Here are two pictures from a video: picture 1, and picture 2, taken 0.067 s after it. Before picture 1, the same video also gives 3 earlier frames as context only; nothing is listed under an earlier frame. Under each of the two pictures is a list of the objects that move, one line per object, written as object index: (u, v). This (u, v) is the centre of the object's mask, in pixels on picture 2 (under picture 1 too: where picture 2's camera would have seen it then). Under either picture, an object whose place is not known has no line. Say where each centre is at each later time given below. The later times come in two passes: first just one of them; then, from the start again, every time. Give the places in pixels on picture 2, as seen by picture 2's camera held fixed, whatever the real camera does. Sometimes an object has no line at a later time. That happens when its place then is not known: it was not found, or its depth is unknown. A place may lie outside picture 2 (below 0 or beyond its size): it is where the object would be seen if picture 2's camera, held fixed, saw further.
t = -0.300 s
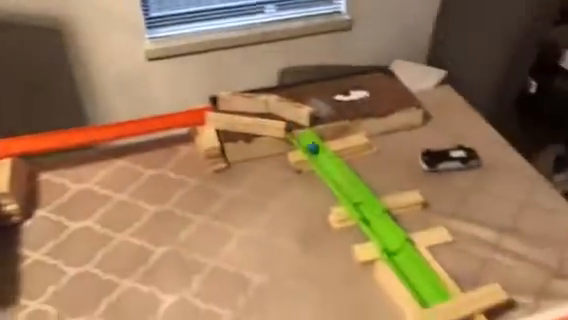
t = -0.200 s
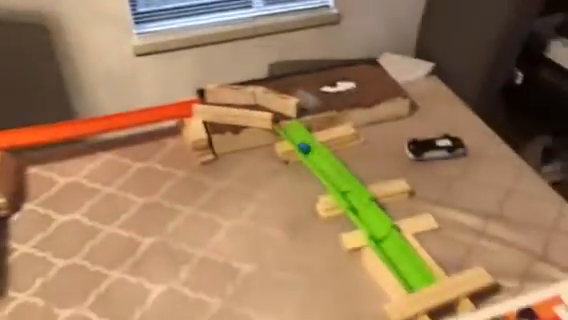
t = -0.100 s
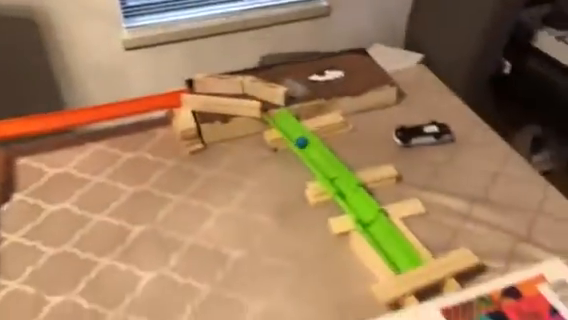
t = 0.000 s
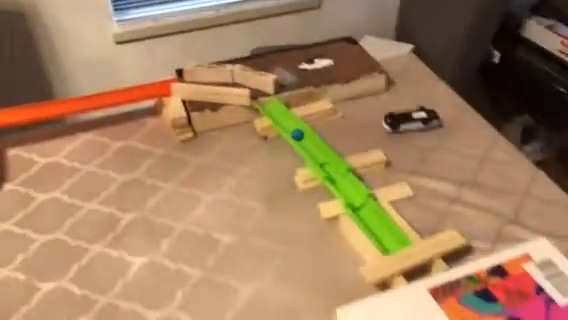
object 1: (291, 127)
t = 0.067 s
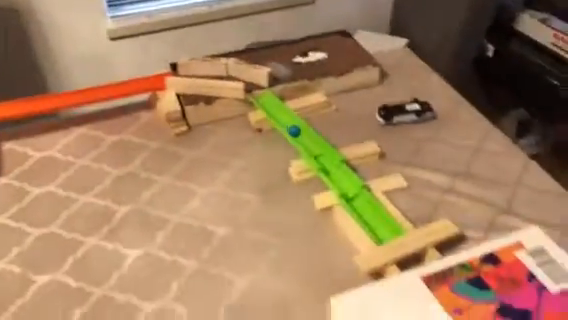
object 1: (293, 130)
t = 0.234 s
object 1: (303, 139)
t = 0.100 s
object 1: (294, 132)
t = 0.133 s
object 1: (297, 134)
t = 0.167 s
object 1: (299, 135)
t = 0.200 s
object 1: (302, 137)
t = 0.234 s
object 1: (303, 139)
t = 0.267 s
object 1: (304, 140)
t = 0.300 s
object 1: (306, 142)
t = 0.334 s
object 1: (308, 144)
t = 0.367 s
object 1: (310, 146)
